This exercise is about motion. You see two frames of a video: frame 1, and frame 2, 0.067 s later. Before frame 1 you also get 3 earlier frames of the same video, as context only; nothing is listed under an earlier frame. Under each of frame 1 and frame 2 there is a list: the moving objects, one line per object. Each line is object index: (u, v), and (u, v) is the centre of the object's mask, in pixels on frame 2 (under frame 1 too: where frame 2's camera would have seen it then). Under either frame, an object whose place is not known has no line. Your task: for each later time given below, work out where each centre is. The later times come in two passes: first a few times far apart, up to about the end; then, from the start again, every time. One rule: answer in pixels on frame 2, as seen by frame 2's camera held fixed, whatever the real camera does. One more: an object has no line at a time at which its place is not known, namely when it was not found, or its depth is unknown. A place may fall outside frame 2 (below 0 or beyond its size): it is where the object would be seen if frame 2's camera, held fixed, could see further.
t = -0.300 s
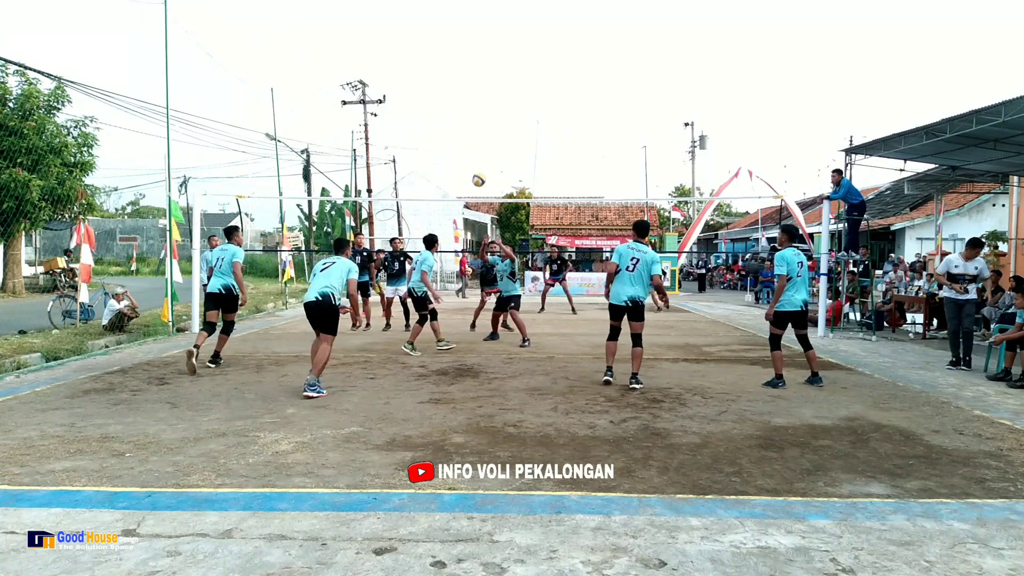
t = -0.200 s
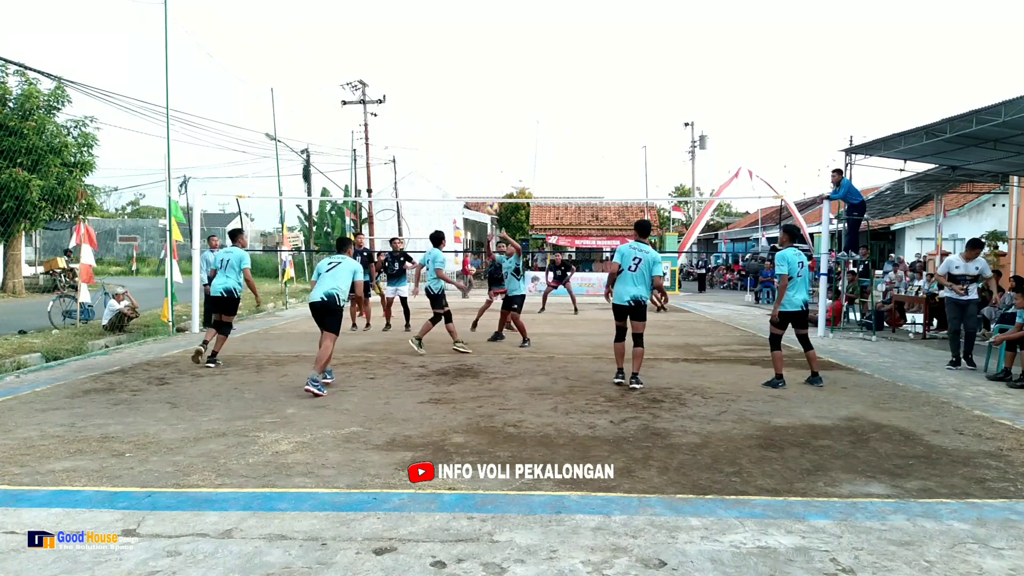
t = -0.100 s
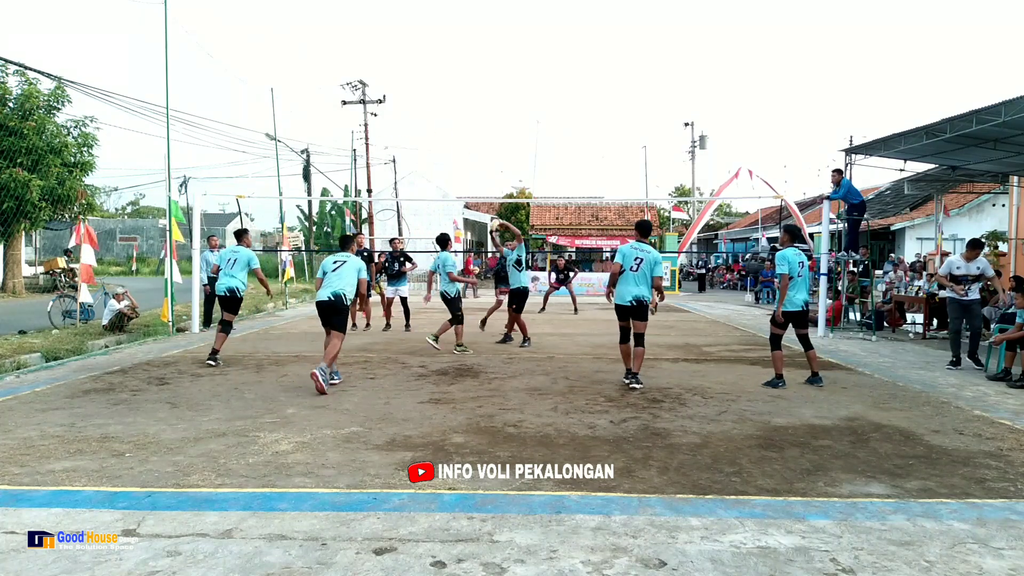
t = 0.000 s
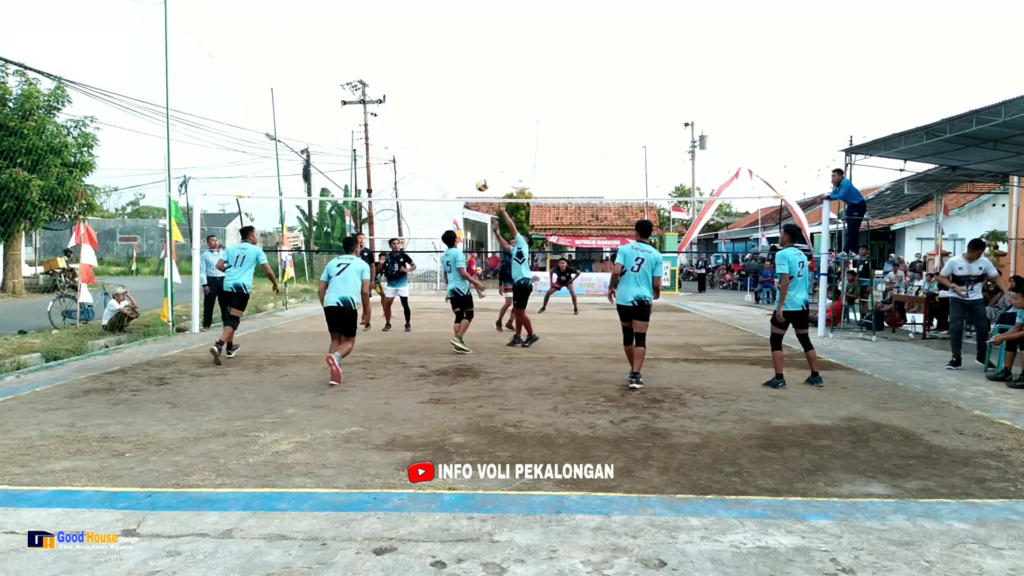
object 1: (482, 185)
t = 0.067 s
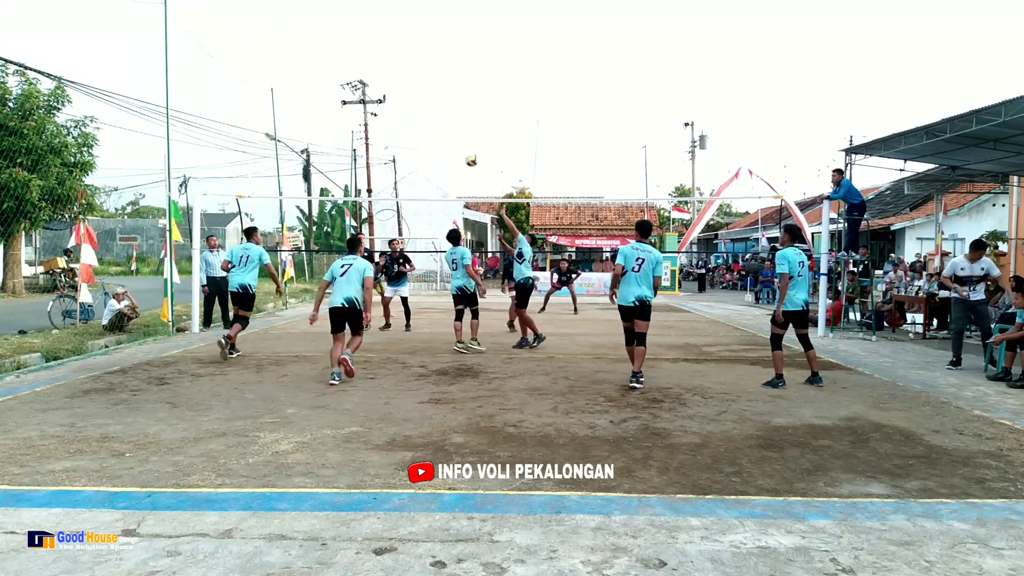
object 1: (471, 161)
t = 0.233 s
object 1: (446, 112)
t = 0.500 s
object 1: (408, 71)
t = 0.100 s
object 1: (466, 149)
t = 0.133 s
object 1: (461, 139)
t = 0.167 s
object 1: (456, 129)
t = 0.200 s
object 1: (451, 120)
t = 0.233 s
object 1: (446, 112)
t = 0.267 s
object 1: (441, 104)
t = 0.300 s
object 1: (436, 97)
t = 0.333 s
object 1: (431, 91)
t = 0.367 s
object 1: (426, 85)
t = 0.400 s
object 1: (422, 81)
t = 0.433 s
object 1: (417, 77)
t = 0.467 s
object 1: (412, 73)
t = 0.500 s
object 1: (408, 71)
